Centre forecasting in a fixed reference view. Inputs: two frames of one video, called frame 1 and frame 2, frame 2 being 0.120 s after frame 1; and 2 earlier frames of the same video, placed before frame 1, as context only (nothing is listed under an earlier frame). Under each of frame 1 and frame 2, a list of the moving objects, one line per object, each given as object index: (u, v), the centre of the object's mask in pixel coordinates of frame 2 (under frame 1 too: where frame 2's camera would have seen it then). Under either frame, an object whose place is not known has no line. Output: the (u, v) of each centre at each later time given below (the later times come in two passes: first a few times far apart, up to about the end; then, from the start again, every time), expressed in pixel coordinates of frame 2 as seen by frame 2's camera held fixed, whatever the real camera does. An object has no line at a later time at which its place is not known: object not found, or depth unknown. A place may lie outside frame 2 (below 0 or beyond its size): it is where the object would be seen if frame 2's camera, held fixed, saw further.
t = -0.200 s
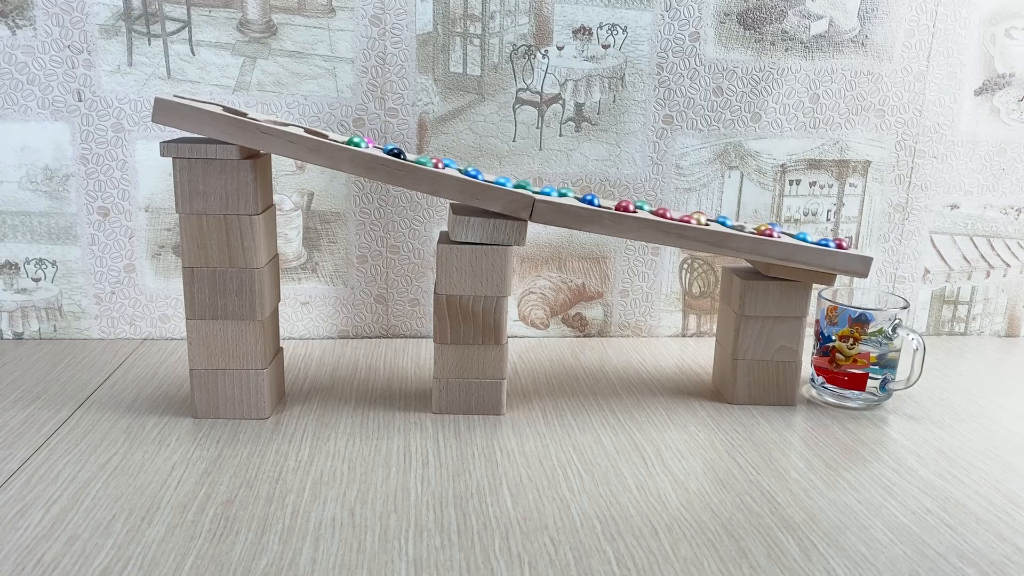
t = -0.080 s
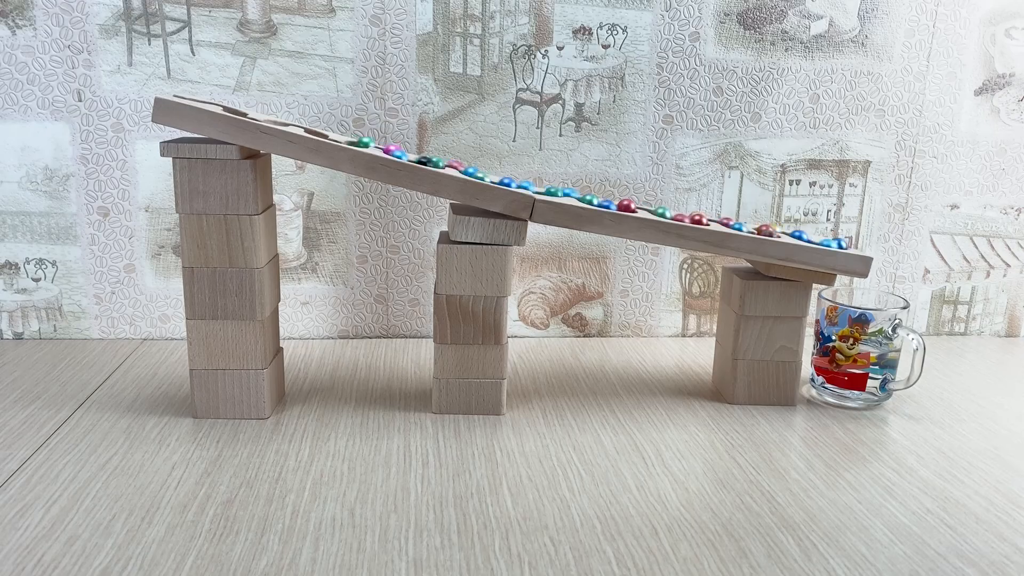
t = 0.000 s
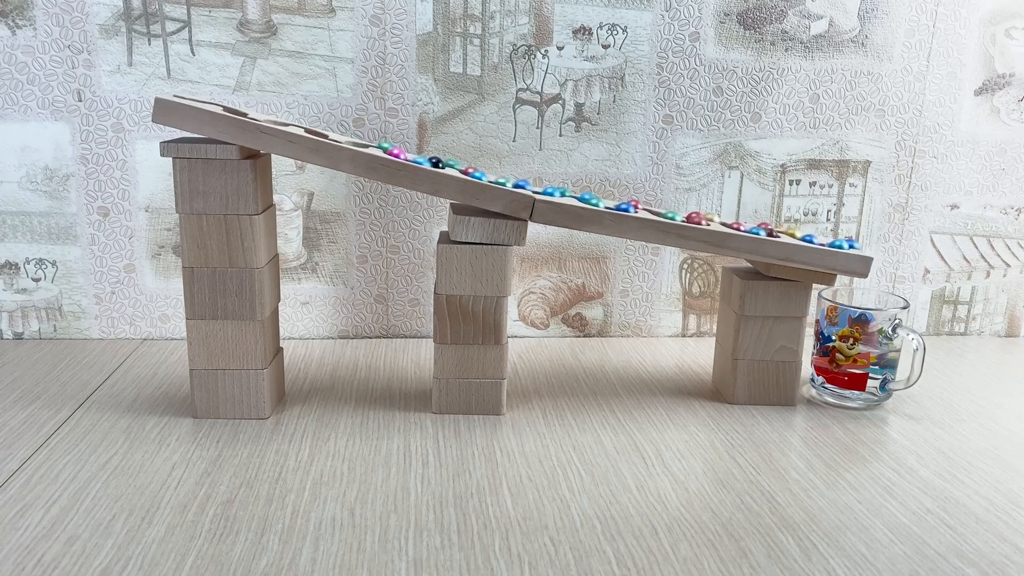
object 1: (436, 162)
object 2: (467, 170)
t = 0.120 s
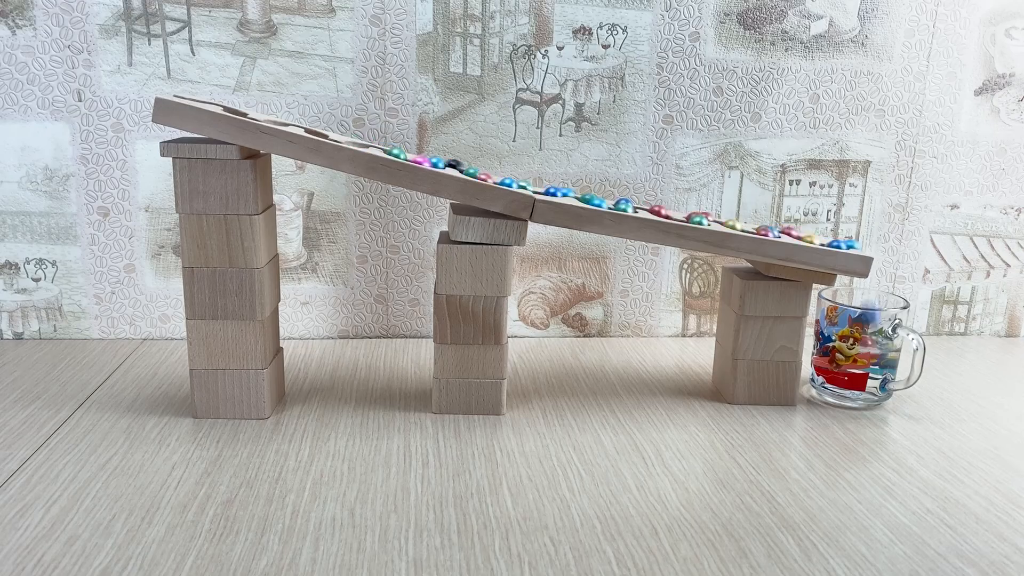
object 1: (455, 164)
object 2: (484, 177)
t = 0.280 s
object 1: (477, 174)
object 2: (519, 184)
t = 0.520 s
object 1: (535, 188)
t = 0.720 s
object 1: (572, 193)
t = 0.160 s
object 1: (464, 167)
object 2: (496, 180)
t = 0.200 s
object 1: (470, 171)
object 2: (507, 182)
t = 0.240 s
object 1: (472, 172)
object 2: (511, 183)
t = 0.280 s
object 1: (477, 174)
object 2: (519, 184)
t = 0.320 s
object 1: (487, 178)
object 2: (527, 185)
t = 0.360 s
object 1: (497, 180)
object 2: (541, 190)
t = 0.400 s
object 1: (507, 182)
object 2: (551, 192)
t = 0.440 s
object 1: (511, 183)
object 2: (554, 192)
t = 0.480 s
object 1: (522, 184)
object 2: (560, 192)
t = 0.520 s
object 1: (535, 188)
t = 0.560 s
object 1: (546, 191)
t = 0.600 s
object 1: (552, 192)
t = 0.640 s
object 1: (555, 192)
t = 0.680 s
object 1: (563, 192)
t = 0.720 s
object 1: (572, 193)
